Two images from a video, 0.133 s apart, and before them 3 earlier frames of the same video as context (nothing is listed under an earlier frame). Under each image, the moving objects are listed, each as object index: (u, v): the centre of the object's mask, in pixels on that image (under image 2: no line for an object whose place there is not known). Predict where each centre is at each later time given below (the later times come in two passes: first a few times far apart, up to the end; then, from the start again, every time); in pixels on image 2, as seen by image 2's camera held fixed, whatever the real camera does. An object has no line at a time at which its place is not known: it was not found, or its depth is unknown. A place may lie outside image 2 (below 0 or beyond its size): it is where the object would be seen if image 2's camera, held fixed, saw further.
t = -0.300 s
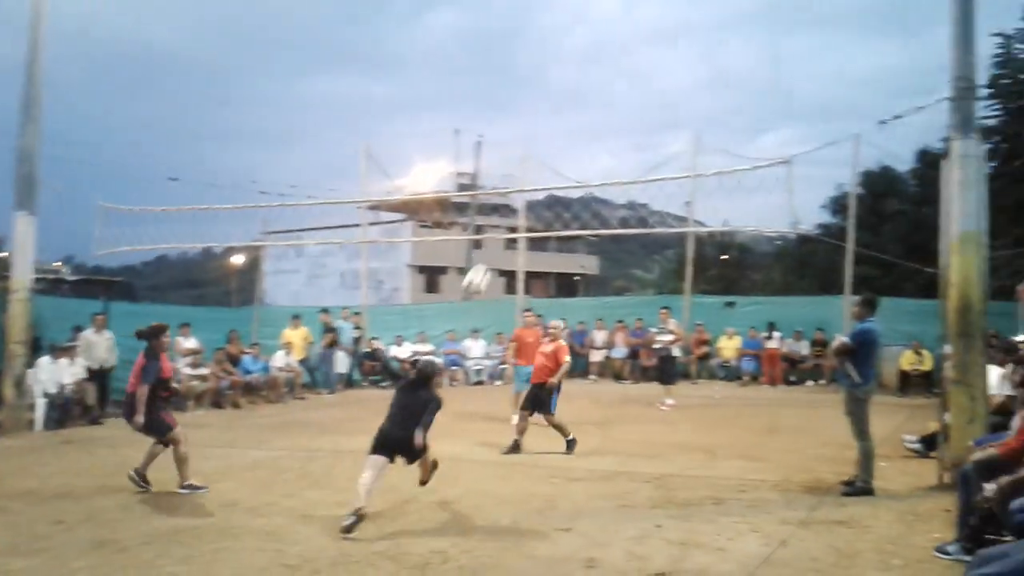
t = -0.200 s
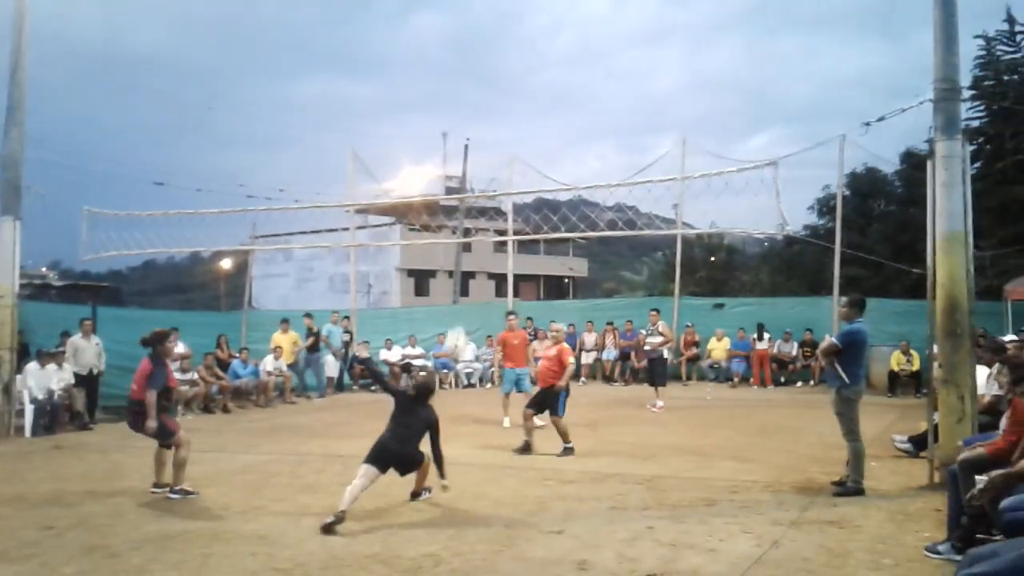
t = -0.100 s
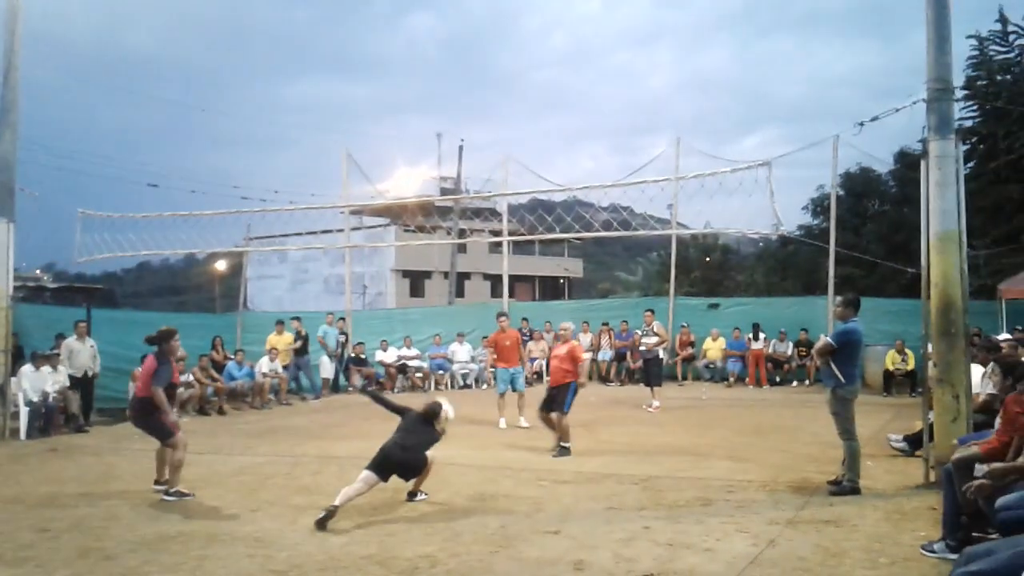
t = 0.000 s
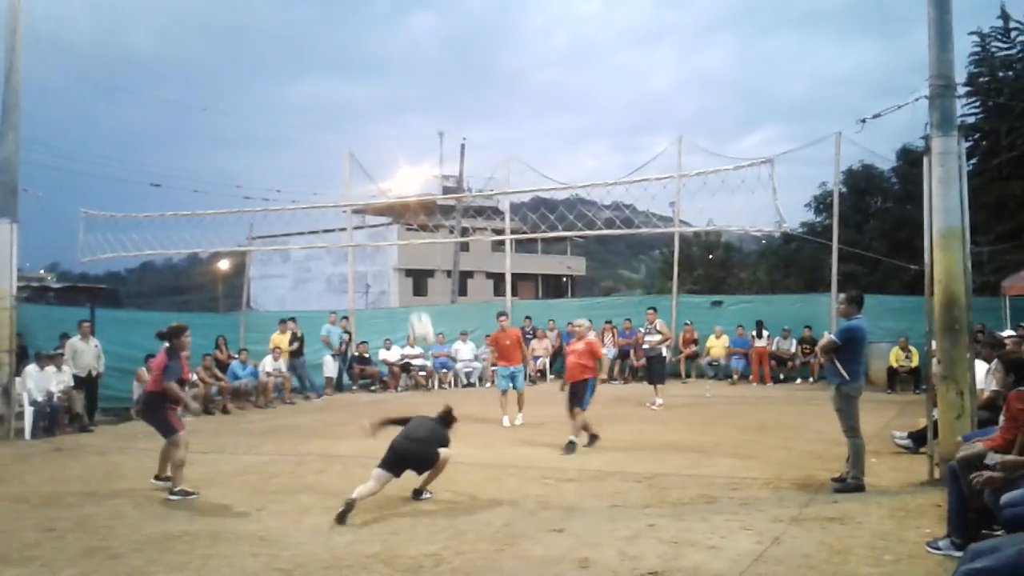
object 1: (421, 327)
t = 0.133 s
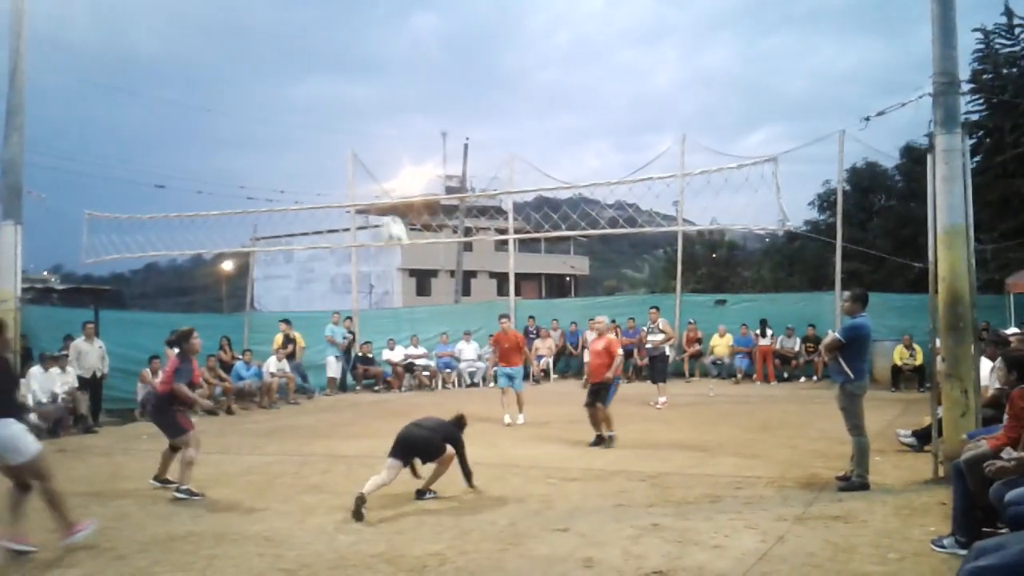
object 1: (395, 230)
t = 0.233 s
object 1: (369, 170)
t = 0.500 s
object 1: (304, 56)
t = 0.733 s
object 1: (249, 16)
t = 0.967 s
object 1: (197, 34)
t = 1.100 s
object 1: (165, 73)
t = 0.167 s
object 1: (386, 210)
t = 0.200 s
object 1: (379, 187)
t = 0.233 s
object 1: (369, 170)
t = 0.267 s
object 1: (361, 153)
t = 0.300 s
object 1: (354, 136)
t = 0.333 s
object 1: (345, 120)
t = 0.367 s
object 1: (337, 104)
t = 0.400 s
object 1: (328, 90)
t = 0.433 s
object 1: (320, 78)
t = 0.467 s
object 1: (311, 66)
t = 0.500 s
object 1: (304, 56)
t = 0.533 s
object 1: (296, 47)
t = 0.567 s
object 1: (288, 38)
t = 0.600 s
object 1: (280, 32)
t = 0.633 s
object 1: (272, 26)
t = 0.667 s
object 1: (264, 22)
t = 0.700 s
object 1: (256, 18)
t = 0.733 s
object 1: (249, 16)
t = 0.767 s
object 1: (241, 15)
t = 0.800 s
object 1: (234, 15)
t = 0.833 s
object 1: (226, 16)
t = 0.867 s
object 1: (219, 18)
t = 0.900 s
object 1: (211, 22)
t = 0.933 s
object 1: (204, 27)
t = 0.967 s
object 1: (197, 34)
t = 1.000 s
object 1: (189, 41)
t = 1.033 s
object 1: (182, 50)
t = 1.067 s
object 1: (172, 61)
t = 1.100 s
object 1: (165, 73)
